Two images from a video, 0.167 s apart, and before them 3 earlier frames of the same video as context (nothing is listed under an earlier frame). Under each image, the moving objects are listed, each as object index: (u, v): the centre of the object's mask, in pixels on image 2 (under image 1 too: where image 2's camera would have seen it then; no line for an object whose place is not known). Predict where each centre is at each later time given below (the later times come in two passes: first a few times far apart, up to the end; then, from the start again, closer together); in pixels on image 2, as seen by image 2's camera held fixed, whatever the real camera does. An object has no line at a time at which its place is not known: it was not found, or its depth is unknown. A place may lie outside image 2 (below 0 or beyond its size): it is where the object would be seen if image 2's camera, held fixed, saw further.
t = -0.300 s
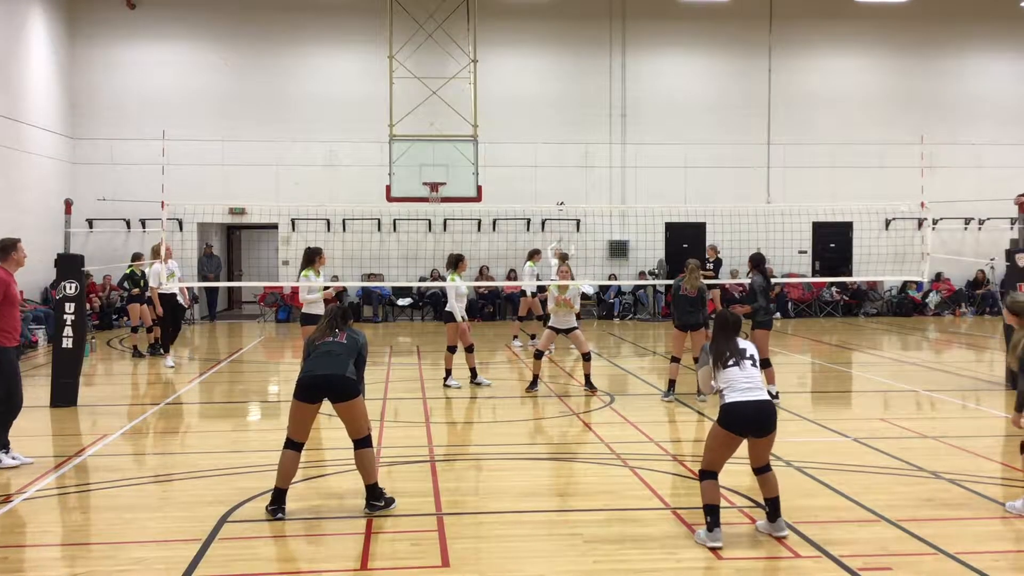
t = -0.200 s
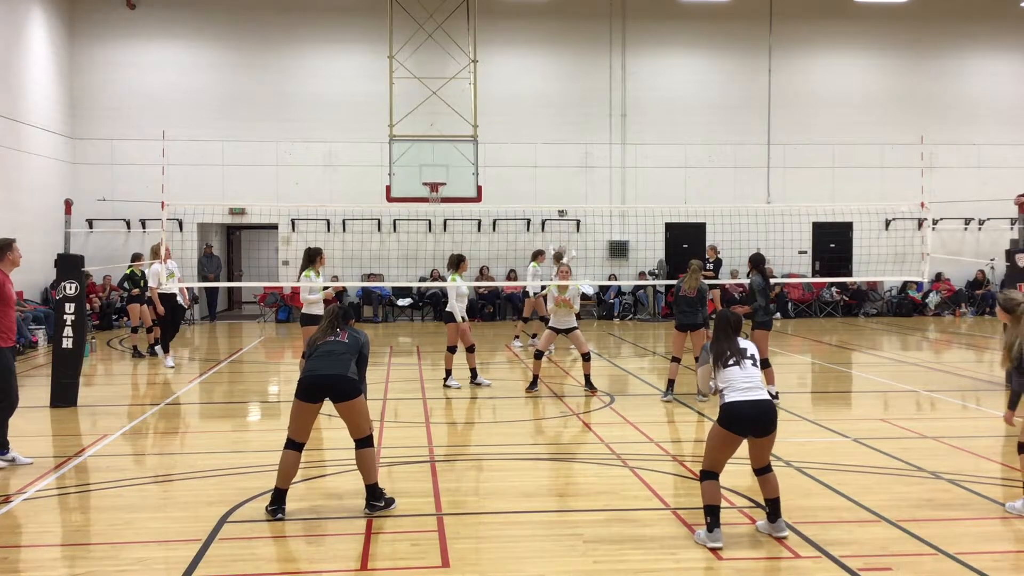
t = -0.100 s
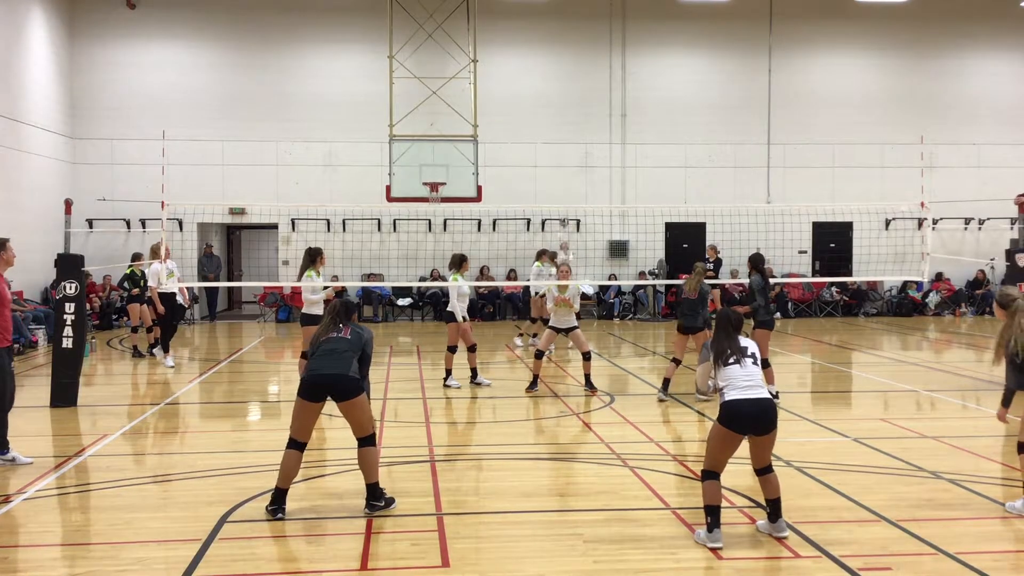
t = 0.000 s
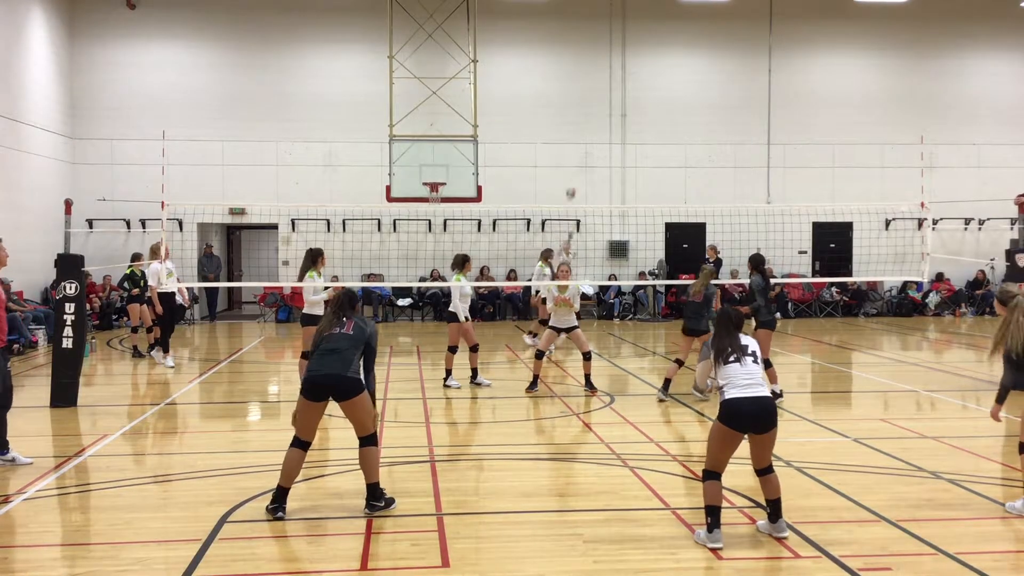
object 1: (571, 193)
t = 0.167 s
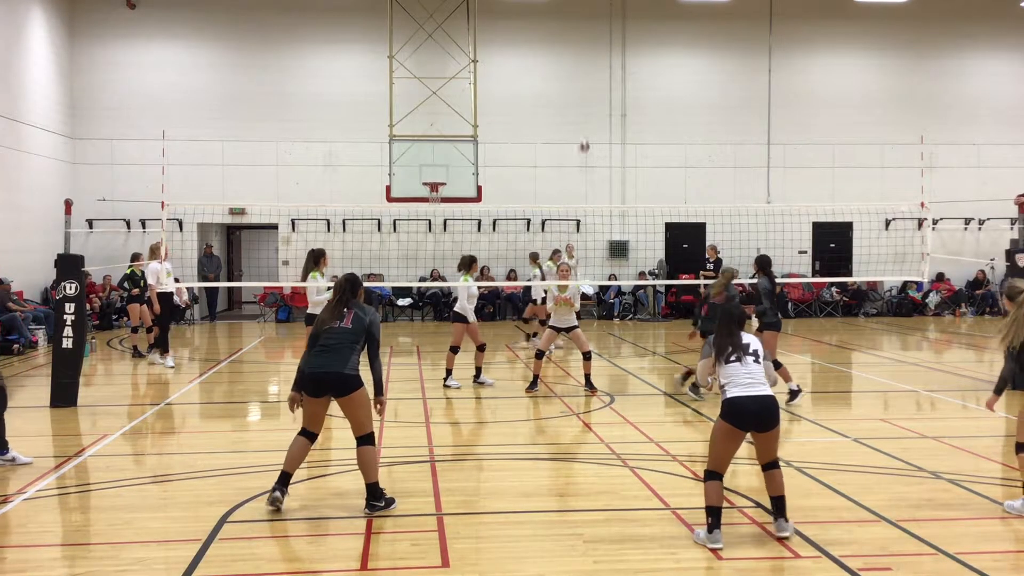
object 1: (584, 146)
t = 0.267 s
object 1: (594, 122)
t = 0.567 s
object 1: (629, 71)
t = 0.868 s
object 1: (678, 71)
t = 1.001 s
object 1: (703, 95)
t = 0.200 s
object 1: (588, 137)
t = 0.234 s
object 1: (591, 129)
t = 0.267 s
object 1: (594, 122)
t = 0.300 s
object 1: (597, 115)
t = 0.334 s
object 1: (601, 108)
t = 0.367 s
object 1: (604, 101)
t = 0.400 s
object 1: (608, 95)
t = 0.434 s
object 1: (612, 89)
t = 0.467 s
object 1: (616, 84)
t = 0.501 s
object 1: (620, 79)
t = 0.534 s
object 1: (624, 75)
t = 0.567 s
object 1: (629, 71)
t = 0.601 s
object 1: (634, 68)
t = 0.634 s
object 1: (640, 66)
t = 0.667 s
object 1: (644, 65)
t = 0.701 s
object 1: (648, 63)
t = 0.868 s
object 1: (678, 71)
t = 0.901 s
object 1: (684, 76)
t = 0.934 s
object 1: (690, 81)
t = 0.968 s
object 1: (696, 87)
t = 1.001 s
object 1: (703, 95)
